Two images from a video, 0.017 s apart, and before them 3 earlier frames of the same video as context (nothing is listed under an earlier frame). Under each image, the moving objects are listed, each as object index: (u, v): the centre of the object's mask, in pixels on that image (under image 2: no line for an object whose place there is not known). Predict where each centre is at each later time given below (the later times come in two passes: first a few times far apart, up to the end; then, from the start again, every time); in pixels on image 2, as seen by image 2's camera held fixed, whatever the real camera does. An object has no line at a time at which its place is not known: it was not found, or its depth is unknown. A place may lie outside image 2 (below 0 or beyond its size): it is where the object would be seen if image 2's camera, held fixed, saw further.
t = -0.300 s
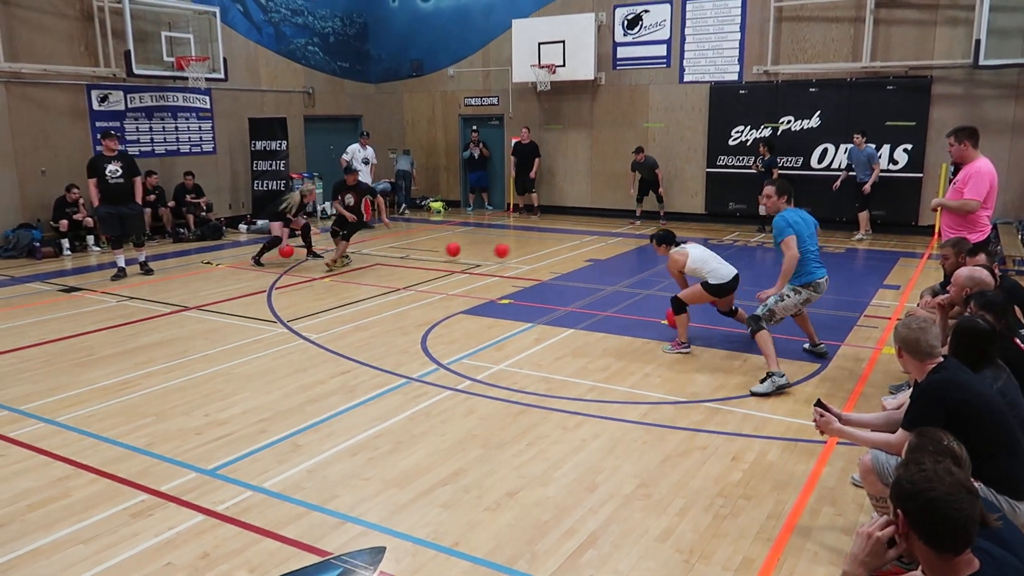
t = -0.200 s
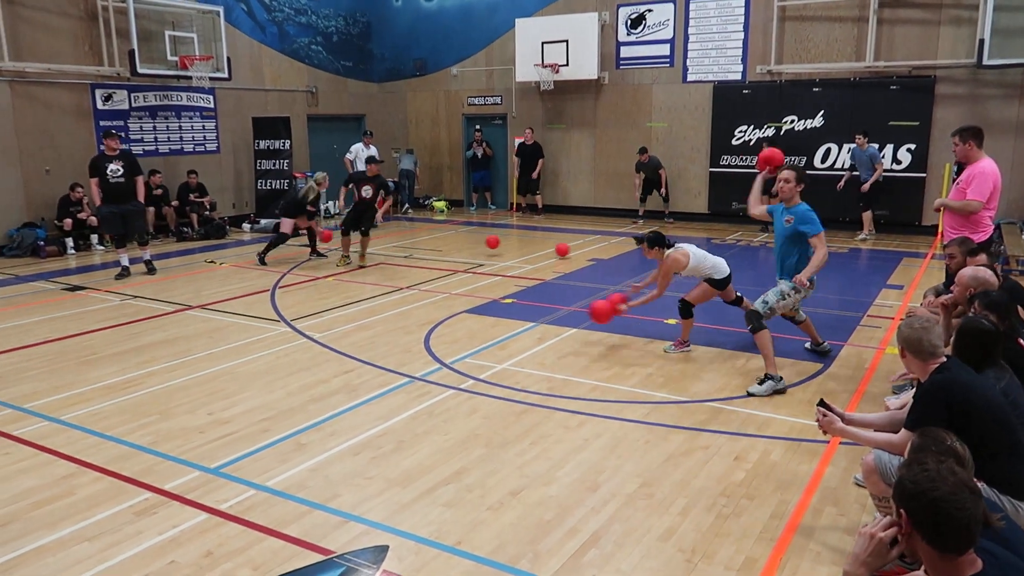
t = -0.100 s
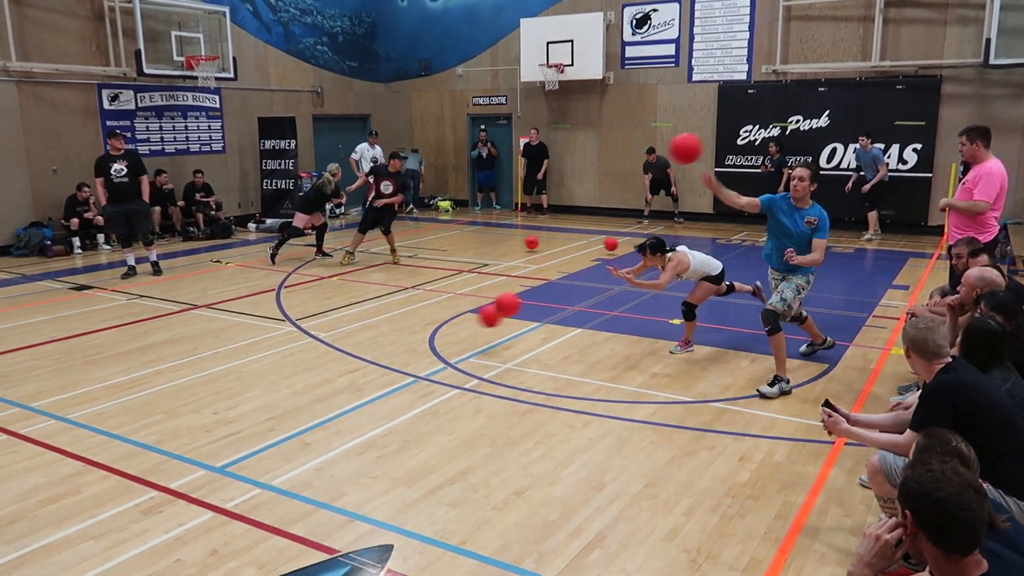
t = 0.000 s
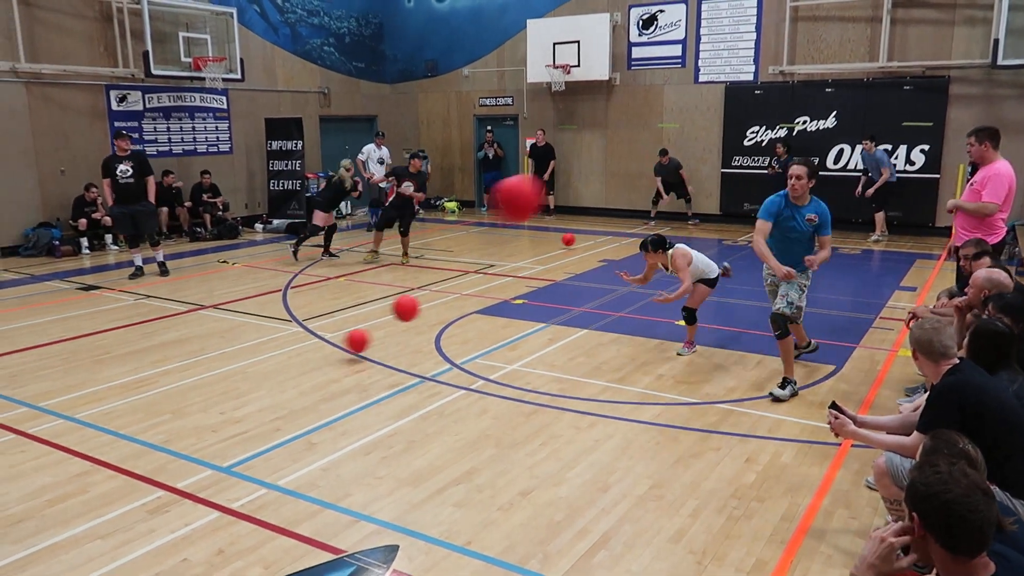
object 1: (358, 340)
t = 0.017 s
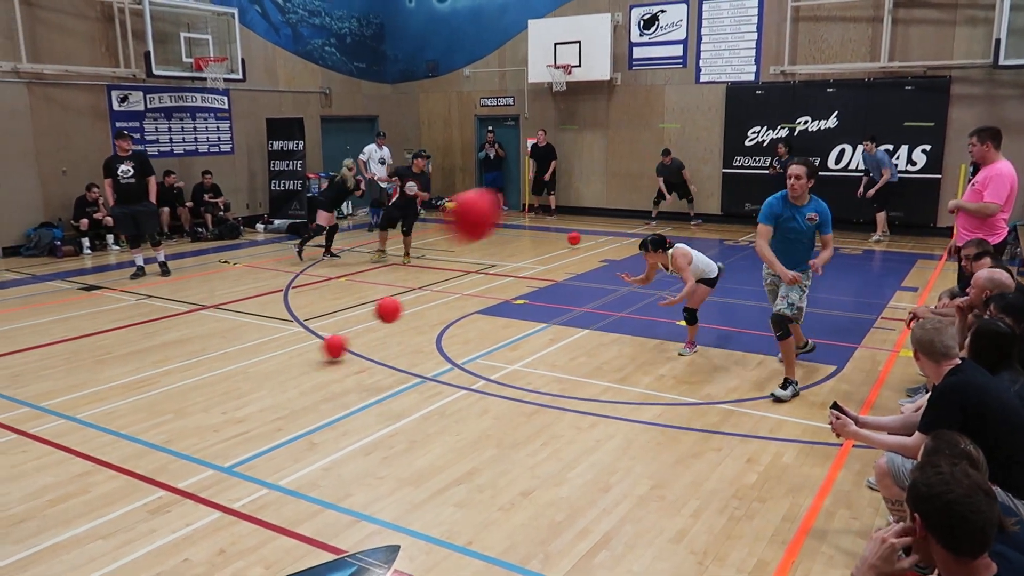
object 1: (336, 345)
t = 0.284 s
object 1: (40, 363)
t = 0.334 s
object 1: (-14, 376)
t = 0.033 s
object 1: (311, 352)
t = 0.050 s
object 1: (292, 352)
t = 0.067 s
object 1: (275, 350)
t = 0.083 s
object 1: (257, 349)
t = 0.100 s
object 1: (239, 348)
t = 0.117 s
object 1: (221, 347)
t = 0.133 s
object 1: (204, 347)
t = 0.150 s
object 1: (186, 347)
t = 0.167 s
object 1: (168, 348)
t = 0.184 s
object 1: (150, 348)
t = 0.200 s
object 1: (131, 350)
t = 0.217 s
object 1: (114, 352)
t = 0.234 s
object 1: (95, 354)
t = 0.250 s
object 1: (77, 357)
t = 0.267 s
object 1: (58, 360)
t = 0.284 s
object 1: (40, 363)
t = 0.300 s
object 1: (22, 367)
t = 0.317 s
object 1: (4, 371)
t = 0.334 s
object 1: (-14, 376)
